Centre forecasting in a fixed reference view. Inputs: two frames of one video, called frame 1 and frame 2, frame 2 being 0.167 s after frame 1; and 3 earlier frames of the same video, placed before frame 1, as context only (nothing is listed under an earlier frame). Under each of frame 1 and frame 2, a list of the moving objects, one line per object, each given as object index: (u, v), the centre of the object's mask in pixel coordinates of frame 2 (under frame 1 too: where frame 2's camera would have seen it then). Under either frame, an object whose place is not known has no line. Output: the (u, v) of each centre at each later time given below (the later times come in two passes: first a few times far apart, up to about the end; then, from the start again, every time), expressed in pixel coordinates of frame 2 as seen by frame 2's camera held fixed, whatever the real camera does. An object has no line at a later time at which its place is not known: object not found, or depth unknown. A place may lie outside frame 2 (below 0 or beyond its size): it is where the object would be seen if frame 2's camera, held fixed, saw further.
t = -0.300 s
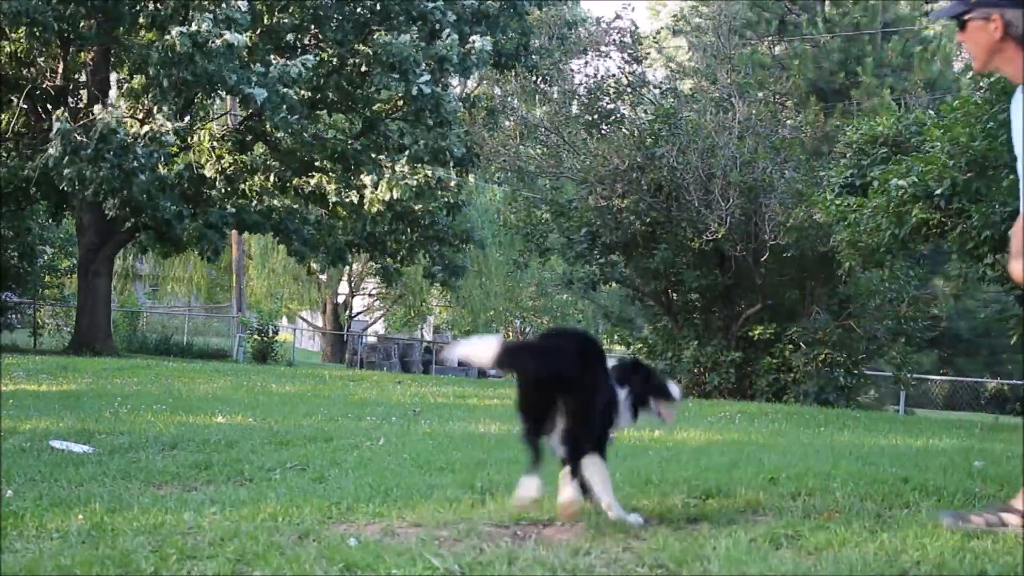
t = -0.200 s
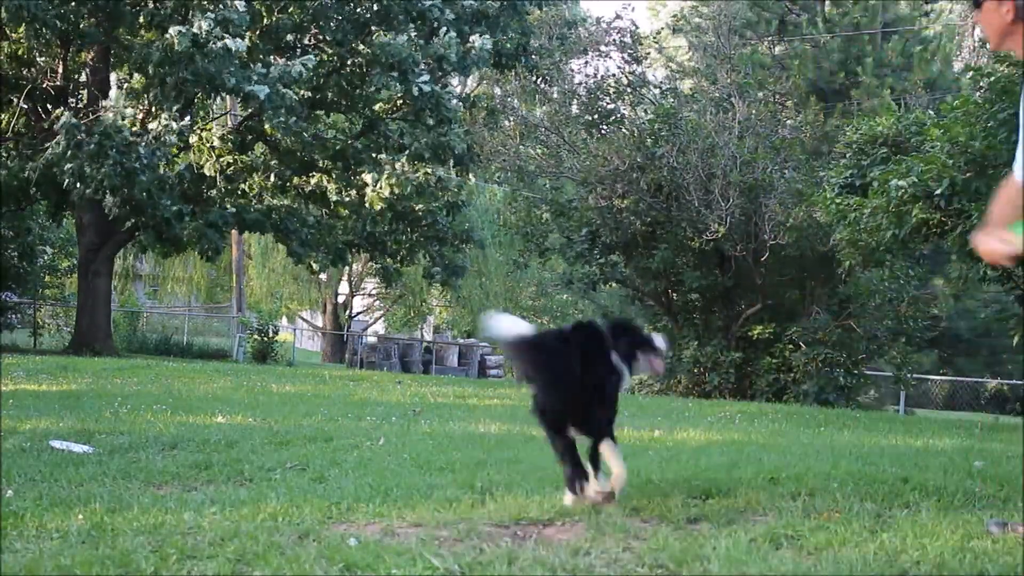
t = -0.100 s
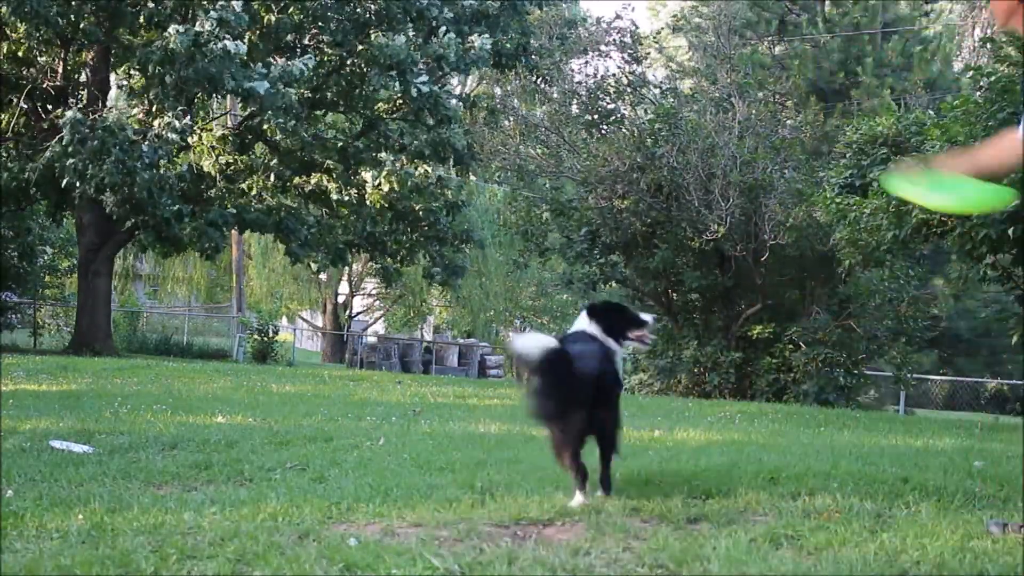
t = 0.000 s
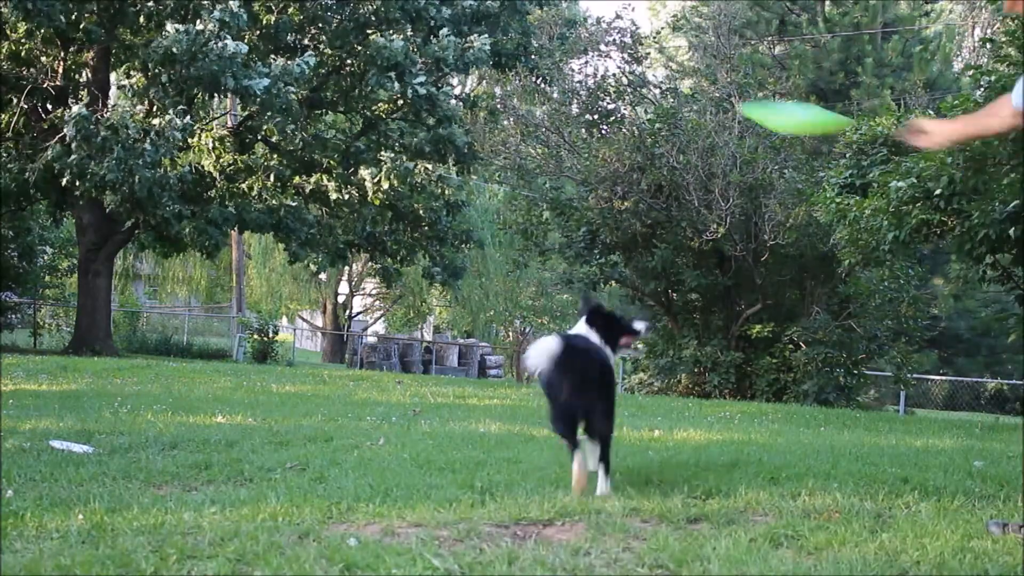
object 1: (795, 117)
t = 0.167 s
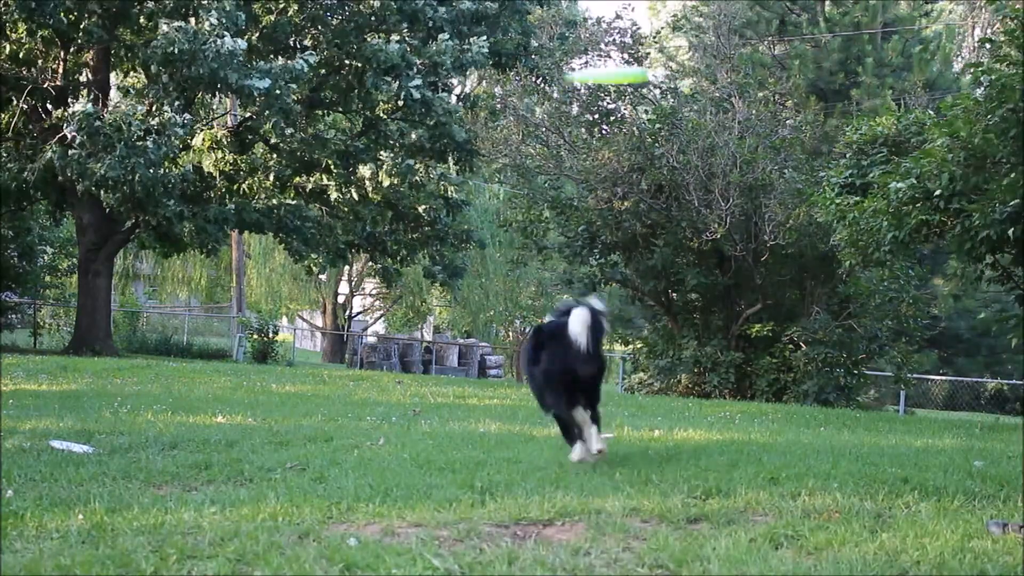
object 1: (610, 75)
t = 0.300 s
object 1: (500, 101)
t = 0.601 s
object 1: (319, 239)
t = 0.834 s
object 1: (213, 369)
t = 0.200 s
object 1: (579, 77)
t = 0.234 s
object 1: (550, 84)
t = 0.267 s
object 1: (526, 91)
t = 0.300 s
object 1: (500, 101)
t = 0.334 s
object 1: (475, 113)
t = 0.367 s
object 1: (454, 125)
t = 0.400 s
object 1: (432, 140)
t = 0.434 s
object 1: (410, 155)
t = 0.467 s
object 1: (392, 170)
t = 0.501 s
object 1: (374, 187)
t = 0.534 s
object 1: (353, 204)
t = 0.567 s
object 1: (337, 221)
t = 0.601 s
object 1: (319, 239)
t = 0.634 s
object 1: (303, 258)
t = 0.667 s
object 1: (287, 275)
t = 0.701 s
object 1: (272, 295)
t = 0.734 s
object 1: (257, 314)
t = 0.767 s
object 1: (242, 333)
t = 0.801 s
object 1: (227, 352)
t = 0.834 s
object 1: (213, 369)
